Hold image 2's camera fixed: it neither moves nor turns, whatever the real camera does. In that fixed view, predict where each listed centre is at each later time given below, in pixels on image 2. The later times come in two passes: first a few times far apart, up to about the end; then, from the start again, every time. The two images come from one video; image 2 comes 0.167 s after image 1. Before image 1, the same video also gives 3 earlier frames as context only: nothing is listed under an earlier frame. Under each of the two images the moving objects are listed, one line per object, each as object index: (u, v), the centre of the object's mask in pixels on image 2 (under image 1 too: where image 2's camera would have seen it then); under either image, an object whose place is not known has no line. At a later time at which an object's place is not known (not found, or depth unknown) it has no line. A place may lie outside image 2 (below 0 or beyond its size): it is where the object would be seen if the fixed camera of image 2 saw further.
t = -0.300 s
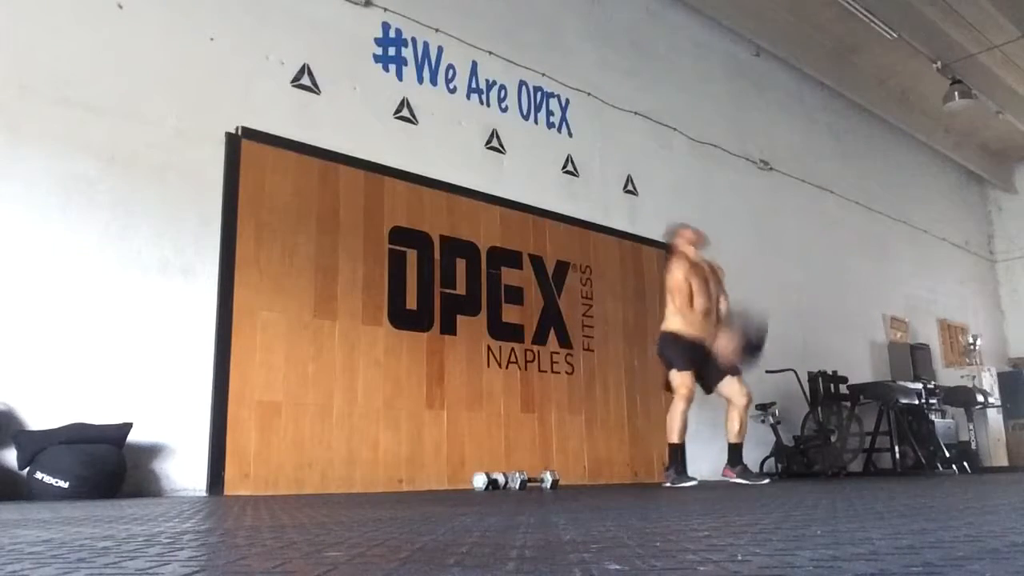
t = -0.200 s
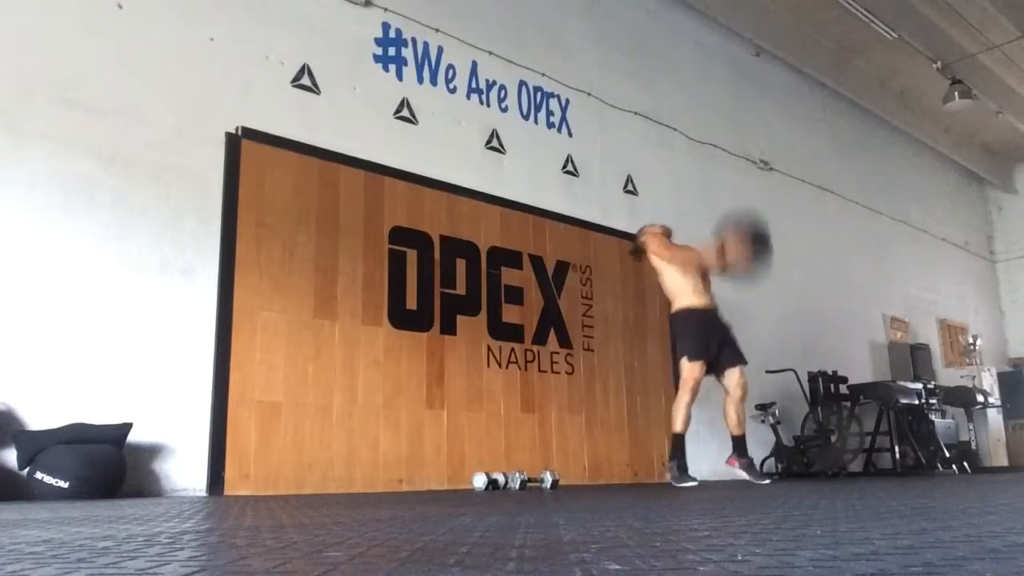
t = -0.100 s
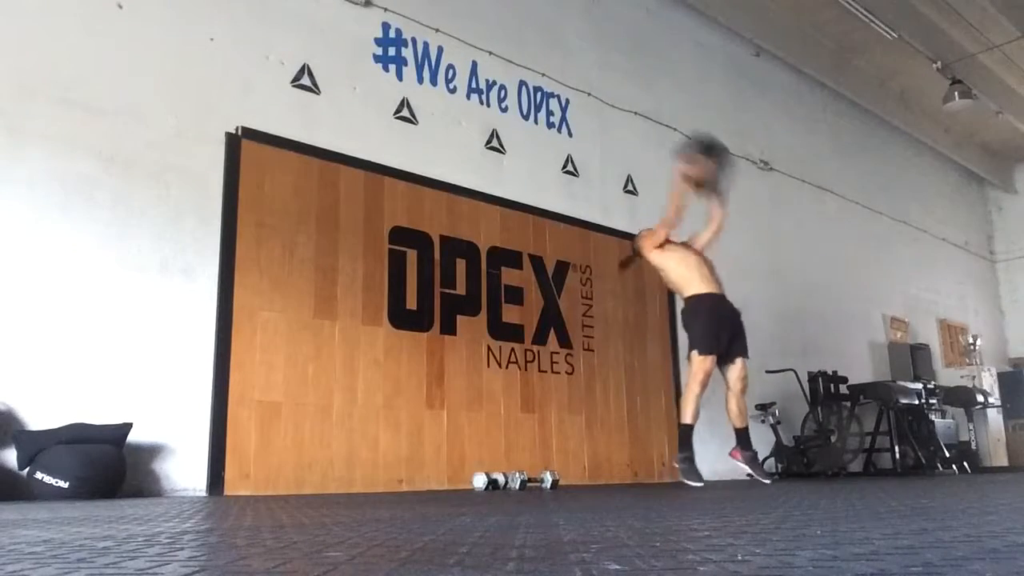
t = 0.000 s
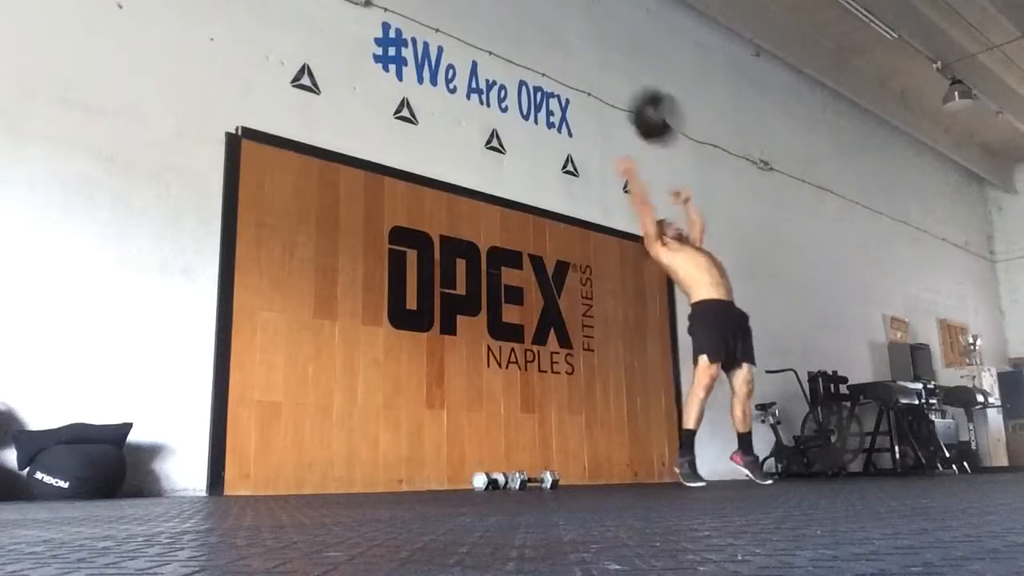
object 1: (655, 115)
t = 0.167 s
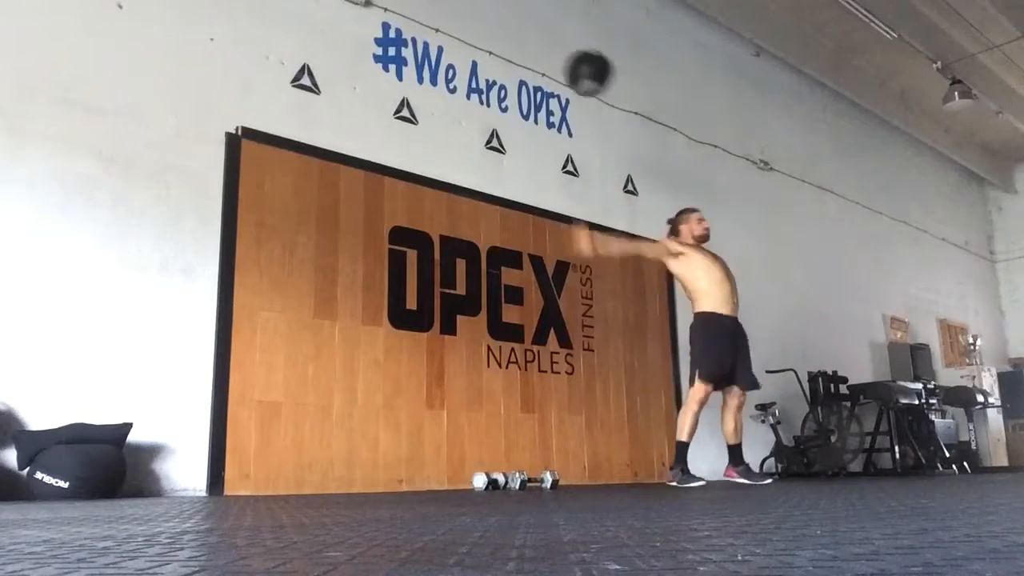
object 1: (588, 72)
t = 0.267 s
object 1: (555, 63)
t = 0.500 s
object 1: (486, 85)
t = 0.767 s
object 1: (512, 120)
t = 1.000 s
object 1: (546, 218)
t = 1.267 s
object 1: (594, 433)
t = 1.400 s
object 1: (603, 430)
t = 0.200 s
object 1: (577, 68)
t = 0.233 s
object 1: (566, 65)
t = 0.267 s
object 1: (555, 63)
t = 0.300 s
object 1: (544, 62)
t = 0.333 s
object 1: (534, 63)
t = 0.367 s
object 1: (523, 64)
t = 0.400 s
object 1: (514, 67)
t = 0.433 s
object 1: (505, 71)
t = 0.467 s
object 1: (495, 78)
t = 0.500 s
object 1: (486, 85)
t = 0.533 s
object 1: (483, 88)
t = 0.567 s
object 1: (486, 89)
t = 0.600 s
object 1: (490, 91)
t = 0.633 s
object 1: (493, 94)
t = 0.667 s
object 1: (498, 98)
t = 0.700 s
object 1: (502, 103)
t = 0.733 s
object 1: (507, 111)
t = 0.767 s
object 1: (512, 120)
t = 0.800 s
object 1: (517, 130)
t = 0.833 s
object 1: (521, 141)
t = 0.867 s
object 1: (526, 154)
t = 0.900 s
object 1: (530, 167)
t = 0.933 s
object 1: (535, 182)
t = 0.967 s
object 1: (541, 199)
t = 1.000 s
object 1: (546, 218)
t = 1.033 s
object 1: (551, 241)
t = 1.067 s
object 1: (556, 263)
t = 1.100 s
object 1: (561, 287)
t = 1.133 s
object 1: (568, 314)
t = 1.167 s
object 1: (575, 340)
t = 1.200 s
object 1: (581, 371)
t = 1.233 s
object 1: (585, 401)
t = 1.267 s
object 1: (594, 433)
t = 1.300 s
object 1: (601, 466)
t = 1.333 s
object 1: (602, 461)
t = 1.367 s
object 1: (602, 444)
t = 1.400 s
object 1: (603, 430)
